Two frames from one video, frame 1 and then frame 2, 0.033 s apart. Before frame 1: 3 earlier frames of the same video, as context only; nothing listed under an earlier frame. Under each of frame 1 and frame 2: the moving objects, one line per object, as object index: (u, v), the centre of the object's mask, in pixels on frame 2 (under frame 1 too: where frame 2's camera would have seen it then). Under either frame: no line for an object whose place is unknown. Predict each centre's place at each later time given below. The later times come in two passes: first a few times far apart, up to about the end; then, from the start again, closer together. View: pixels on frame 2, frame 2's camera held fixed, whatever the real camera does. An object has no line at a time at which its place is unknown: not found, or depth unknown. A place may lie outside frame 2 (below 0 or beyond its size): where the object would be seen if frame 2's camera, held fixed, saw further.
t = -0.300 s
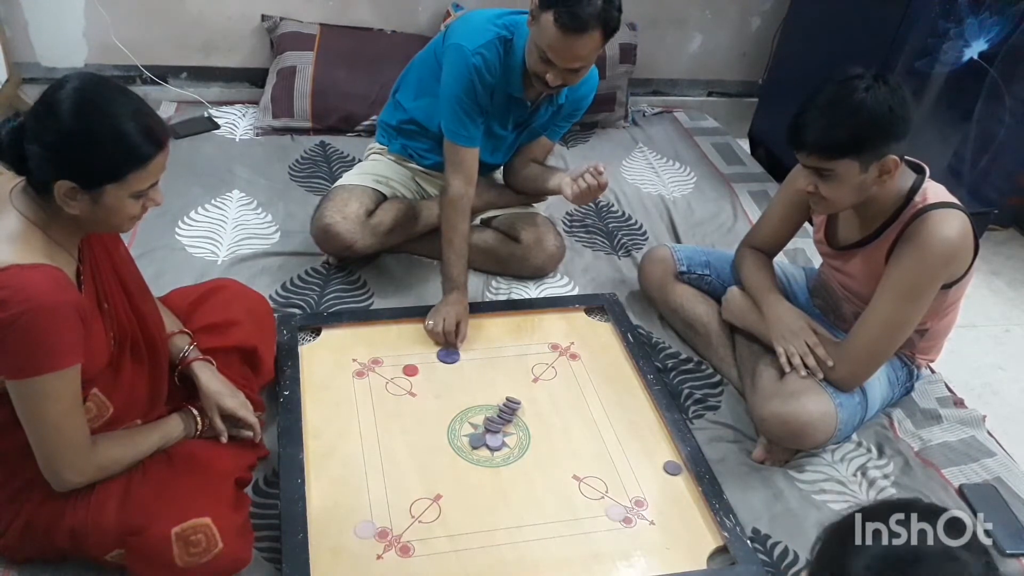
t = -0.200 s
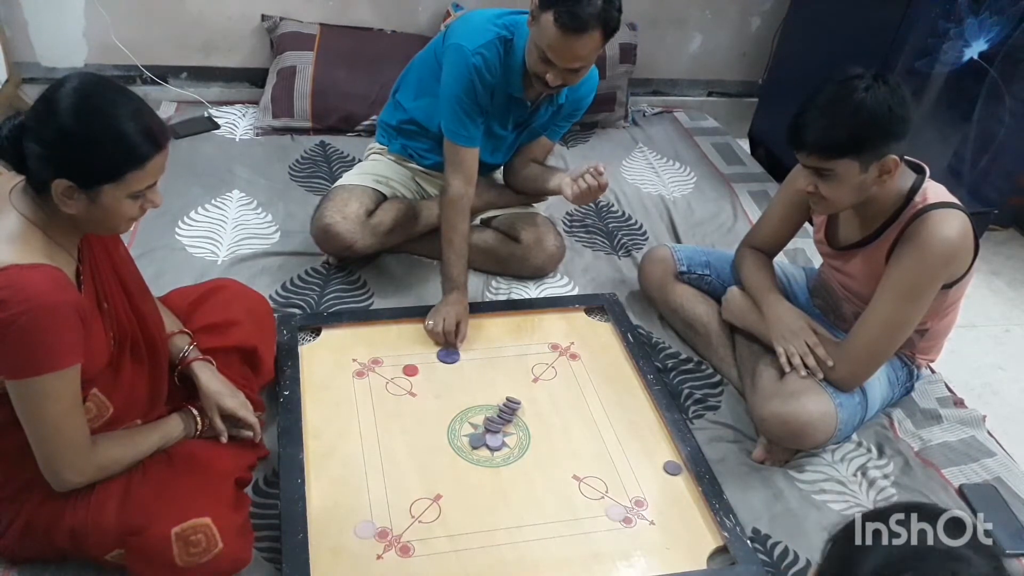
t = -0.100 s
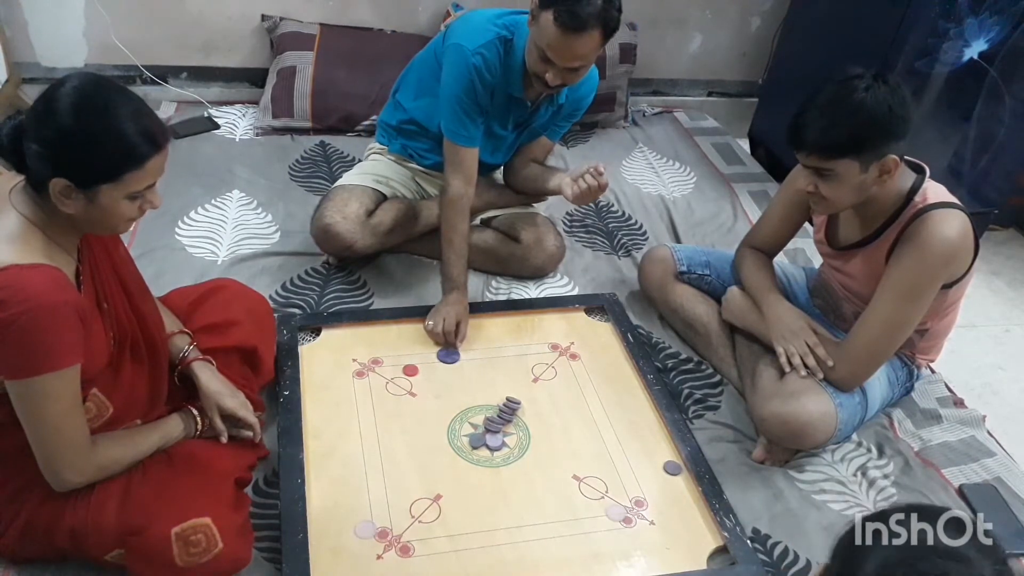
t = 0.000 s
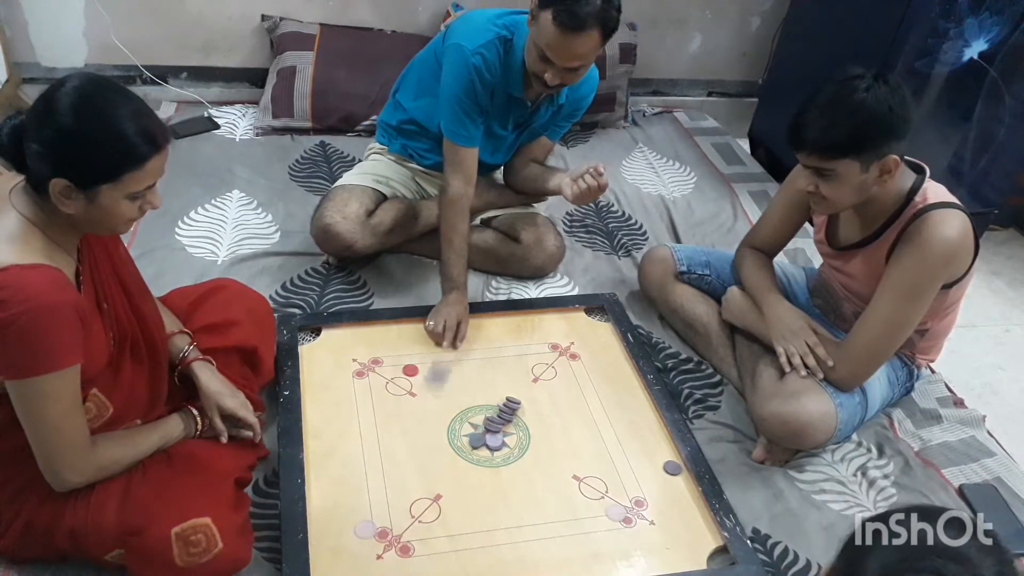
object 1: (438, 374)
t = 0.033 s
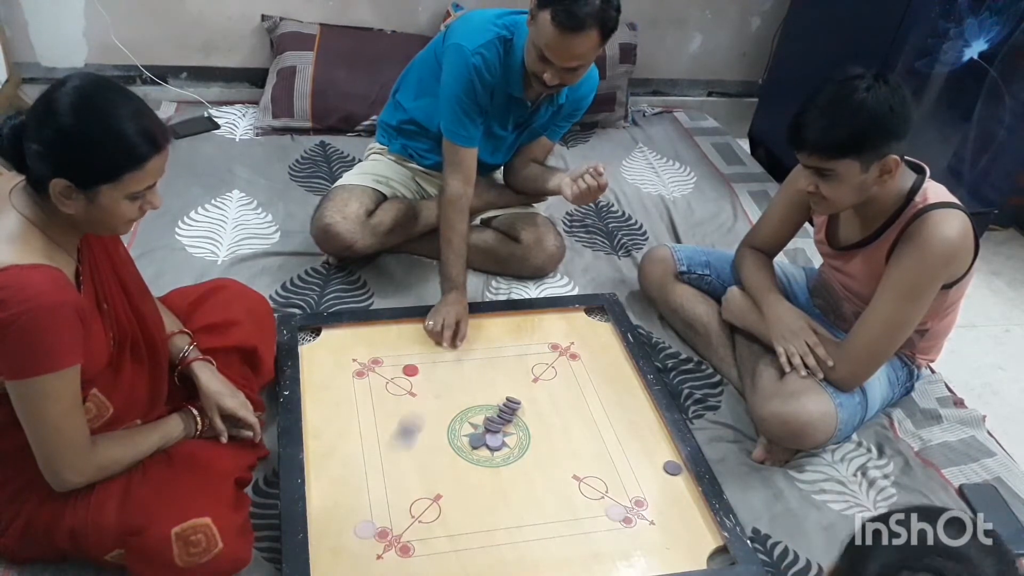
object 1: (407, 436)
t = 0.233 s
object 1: (338, 547)
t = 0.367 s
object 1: (342, 509)
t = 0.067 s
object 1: (390, 466)
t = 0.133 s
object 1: (352, 520)
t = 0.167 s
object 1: (333, 536)
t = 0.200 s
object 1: (331, 547)
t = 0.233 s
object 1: (338, 547)
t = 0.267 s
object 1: (339, 537)
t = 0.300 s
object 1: (340, 526)
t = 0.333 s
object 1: (341, 517)
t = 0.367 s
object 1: (342, 509)
